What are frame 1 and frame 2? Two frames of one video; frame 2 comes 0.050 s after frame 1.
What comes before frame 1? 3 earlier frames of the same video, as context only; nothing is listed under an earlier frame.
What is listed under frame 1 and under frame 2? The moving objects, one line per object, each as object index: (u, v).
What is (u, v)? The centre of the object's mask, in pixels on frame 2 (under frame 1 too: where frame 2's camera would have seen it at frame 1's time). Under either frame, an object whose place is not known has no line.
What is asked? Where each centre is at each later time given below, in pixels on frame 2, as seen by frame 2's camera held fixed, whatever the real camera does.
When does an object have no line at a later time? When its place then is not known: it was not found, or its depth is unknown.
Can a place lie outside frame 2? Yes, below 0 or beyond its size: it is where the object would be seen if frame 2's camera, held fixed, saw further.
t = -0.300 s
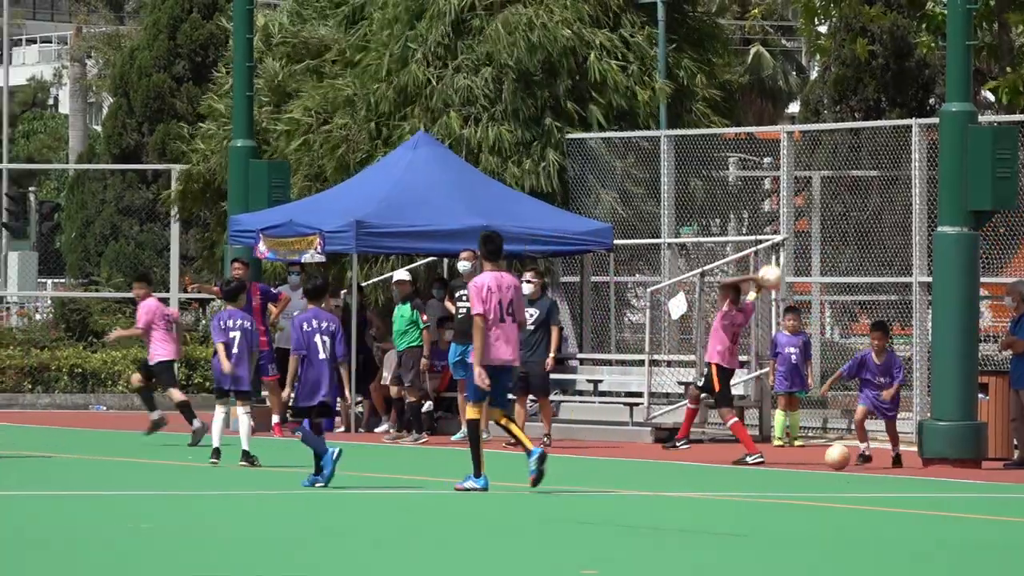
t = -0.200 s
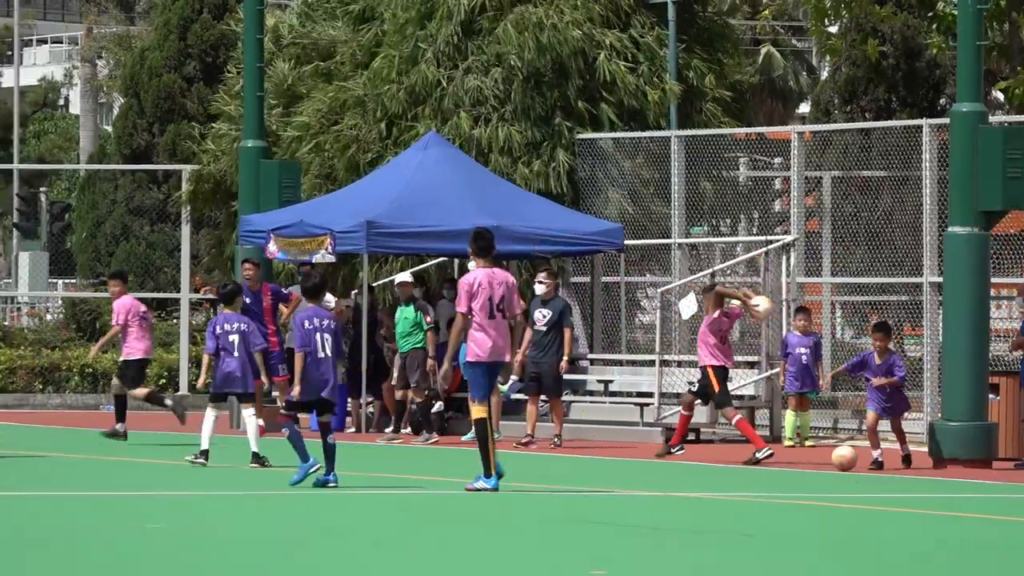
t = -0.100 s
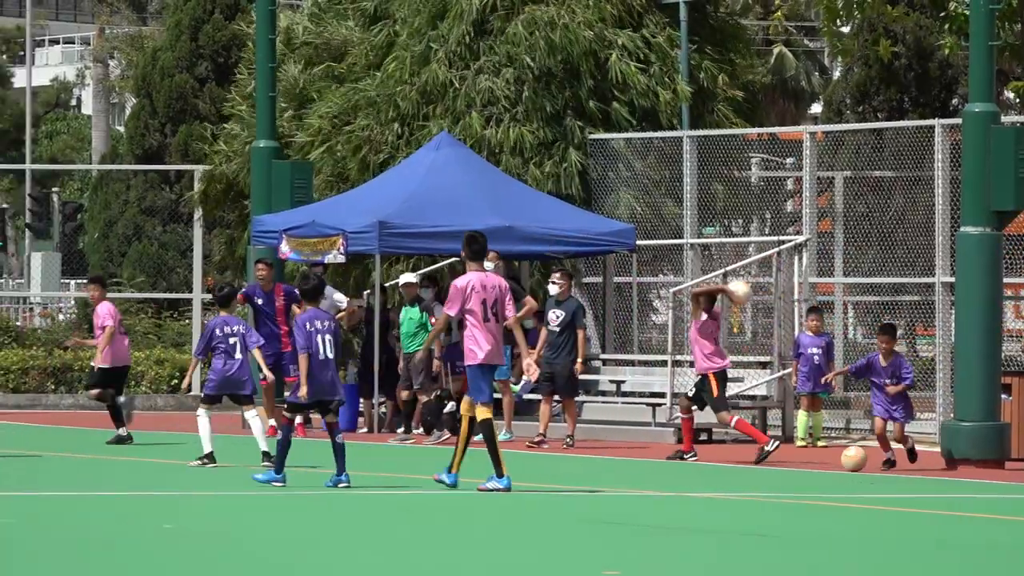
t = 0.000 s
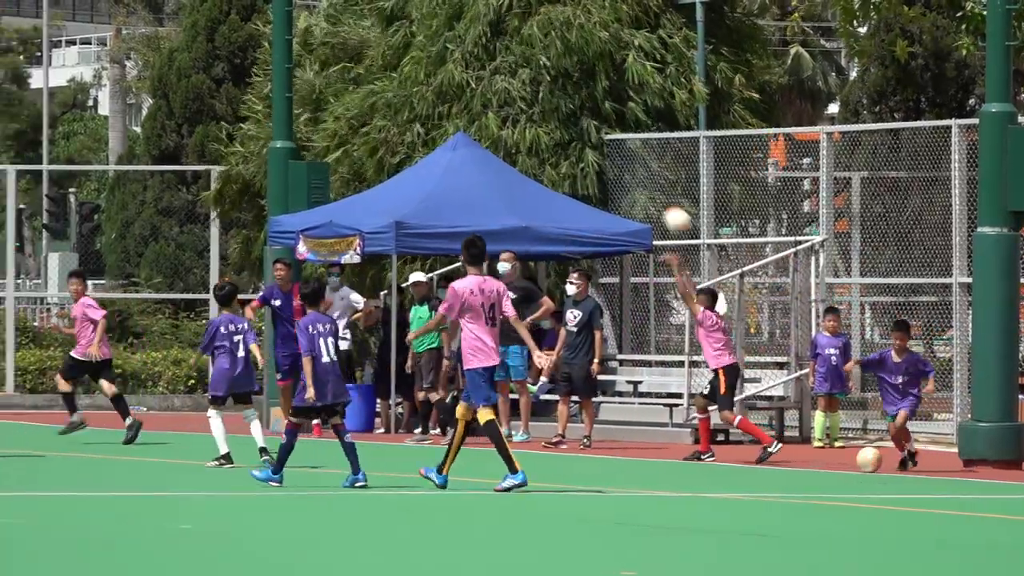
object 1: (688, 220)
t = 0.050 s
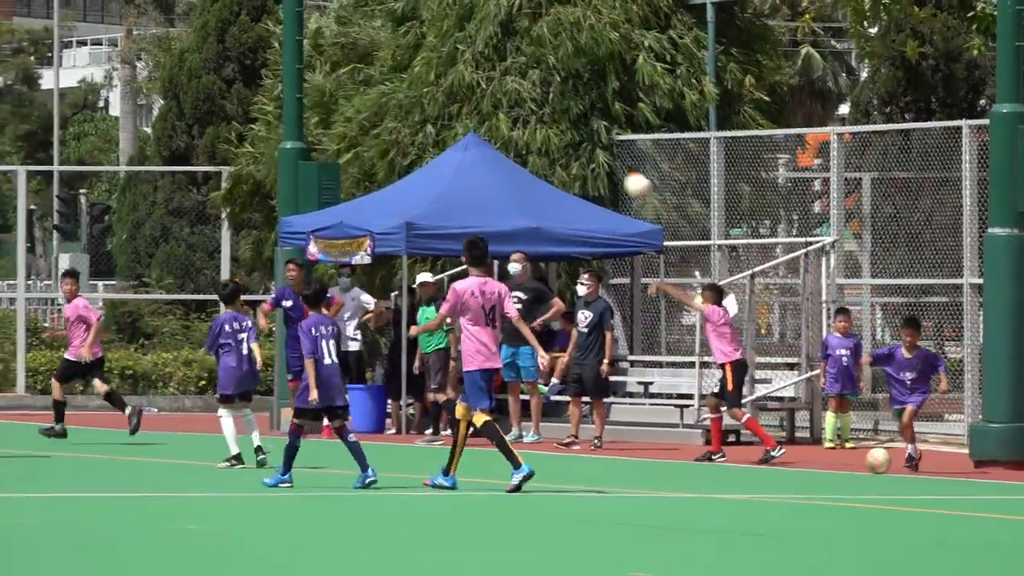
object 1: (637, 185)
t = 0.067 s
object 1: (621, 176)
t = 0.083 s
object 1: (605, 165)
